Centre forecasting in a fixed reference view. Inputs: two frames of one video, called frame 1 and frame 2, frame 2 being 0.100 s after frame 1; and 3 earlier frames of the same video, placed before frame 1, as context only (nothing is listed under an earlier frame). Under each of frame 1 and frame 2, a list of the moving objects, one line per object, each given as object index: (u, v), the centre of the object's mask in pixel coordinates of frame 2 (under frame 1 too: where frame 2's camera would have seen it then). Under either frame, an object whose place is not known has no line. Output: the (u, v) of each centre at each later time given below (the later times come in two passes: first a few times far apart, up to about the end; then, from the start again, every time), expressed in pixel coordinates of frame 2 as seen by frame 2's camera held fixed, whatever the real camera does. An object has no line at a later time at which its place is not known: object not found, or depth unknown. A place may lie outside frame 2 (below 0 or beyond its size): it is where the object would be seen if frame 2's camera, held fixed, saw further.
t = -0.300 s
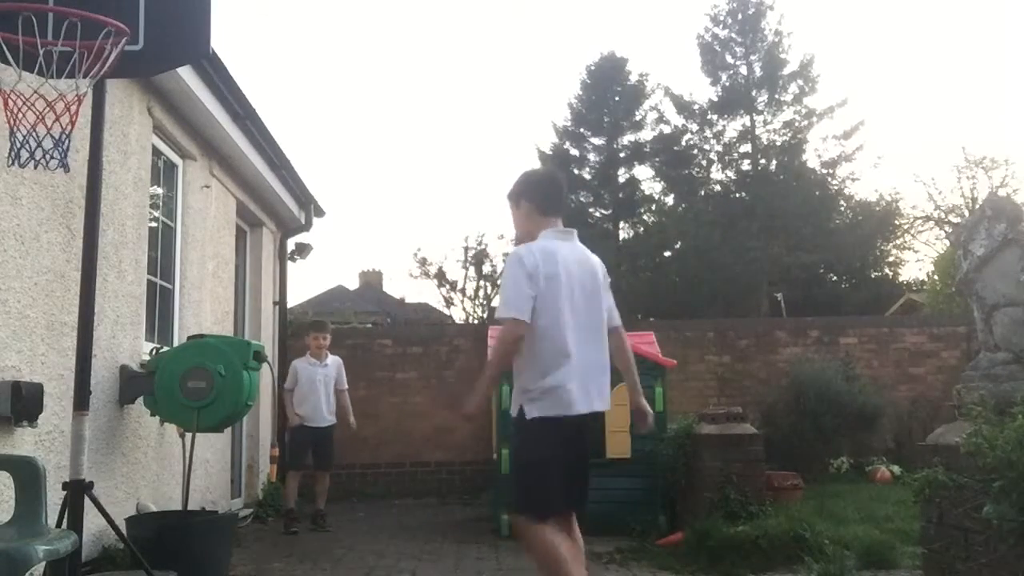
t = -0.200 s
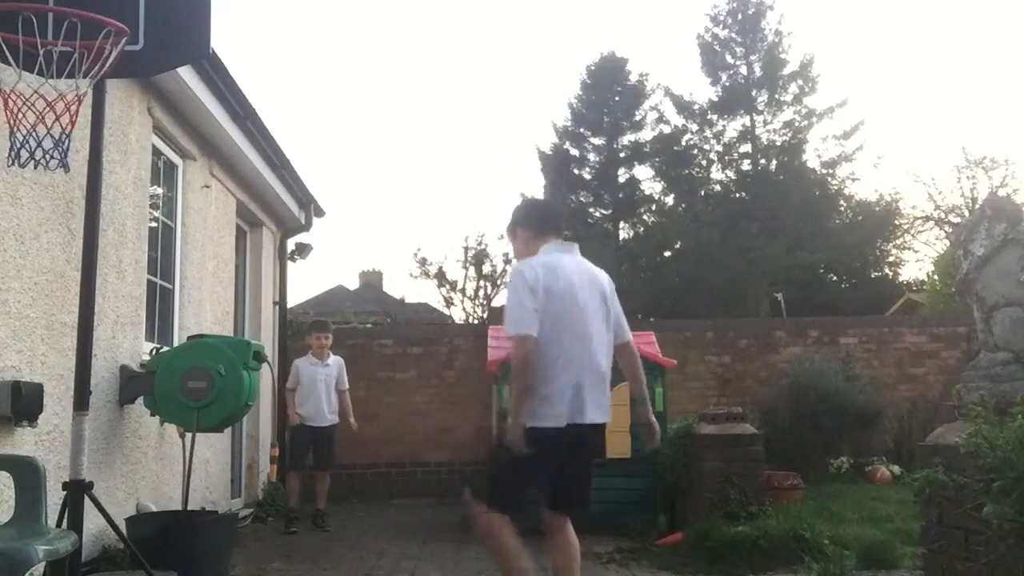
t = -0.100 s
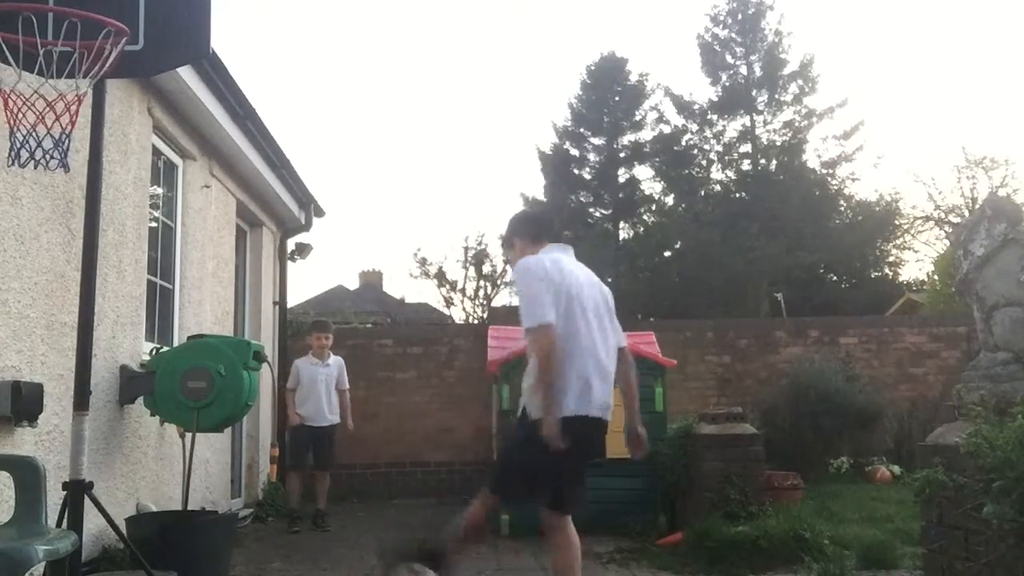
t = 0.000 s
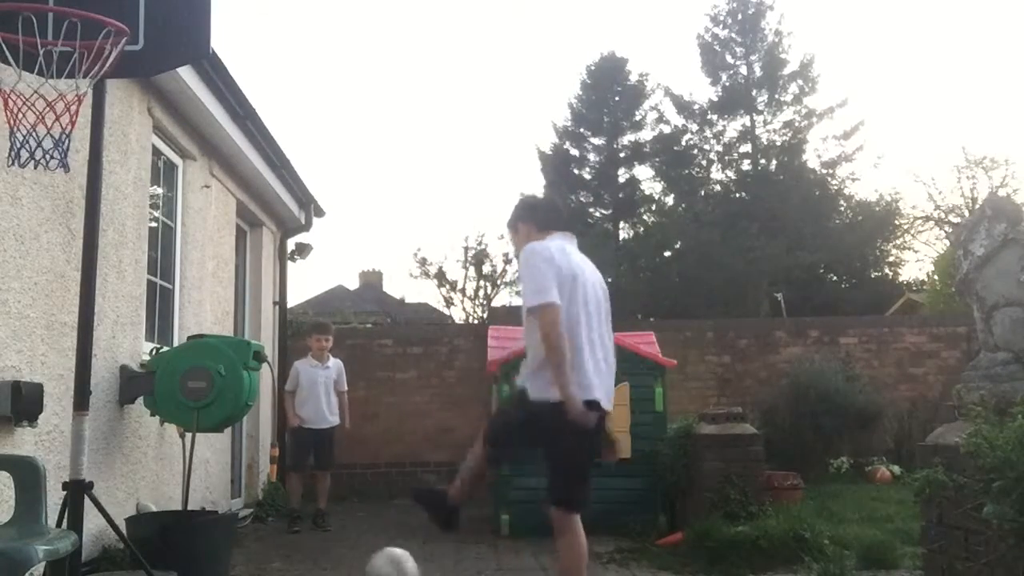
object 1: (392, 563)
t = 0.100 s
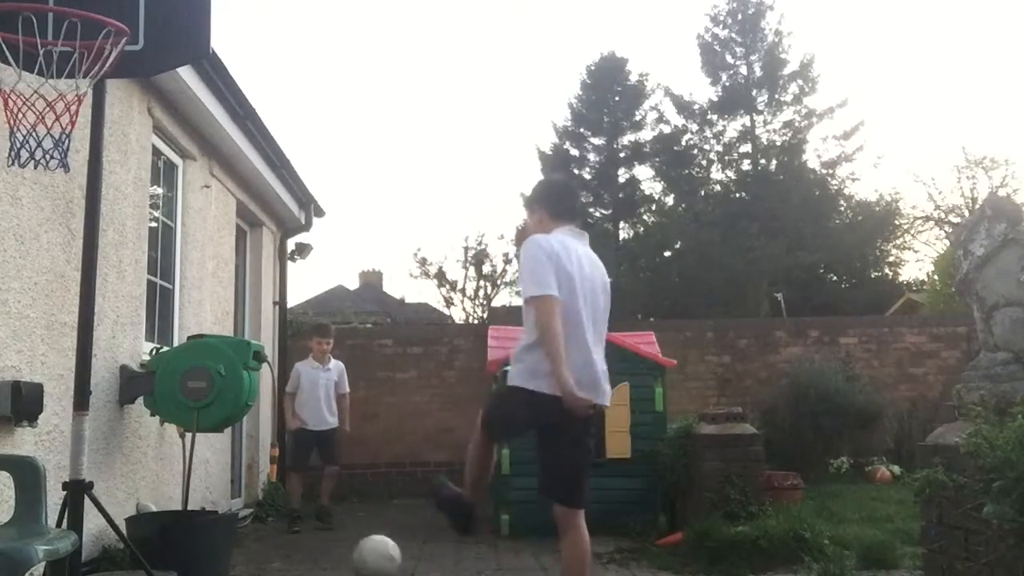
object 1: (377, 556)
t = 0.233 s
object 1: (361, 541)
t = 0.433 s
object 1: (350, 529)
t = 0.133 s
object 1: (372, 552)
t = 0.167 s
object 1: (369, 546)
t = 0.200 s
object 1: (364, 544)
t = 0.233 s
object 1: (361, 541)
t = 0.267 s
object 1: (358, 542)
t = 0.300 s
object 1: (355, 540)
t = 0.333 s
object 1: (354, 536)
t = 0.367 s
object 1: (352, 534)
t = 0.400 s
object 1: (351, 532)
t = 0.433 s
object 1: (350, 529)
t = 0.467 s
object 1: (348, 526)
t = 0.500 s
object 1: (348, 525)
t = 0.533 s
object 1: (346, 522)
